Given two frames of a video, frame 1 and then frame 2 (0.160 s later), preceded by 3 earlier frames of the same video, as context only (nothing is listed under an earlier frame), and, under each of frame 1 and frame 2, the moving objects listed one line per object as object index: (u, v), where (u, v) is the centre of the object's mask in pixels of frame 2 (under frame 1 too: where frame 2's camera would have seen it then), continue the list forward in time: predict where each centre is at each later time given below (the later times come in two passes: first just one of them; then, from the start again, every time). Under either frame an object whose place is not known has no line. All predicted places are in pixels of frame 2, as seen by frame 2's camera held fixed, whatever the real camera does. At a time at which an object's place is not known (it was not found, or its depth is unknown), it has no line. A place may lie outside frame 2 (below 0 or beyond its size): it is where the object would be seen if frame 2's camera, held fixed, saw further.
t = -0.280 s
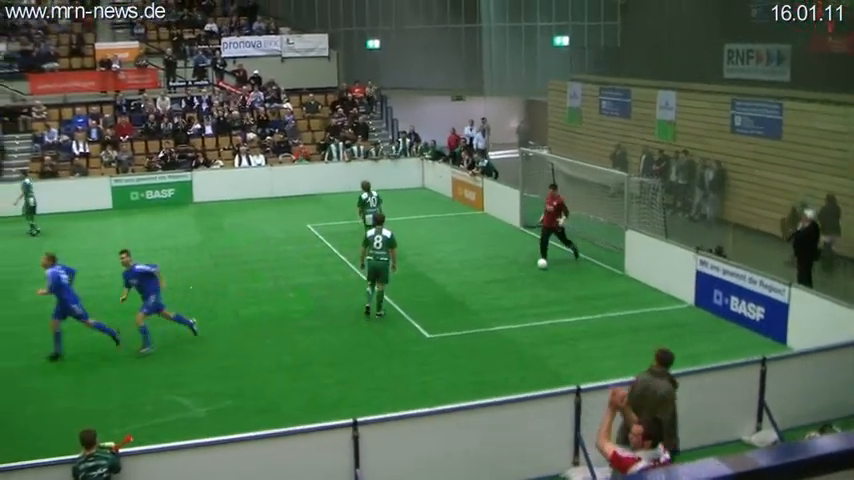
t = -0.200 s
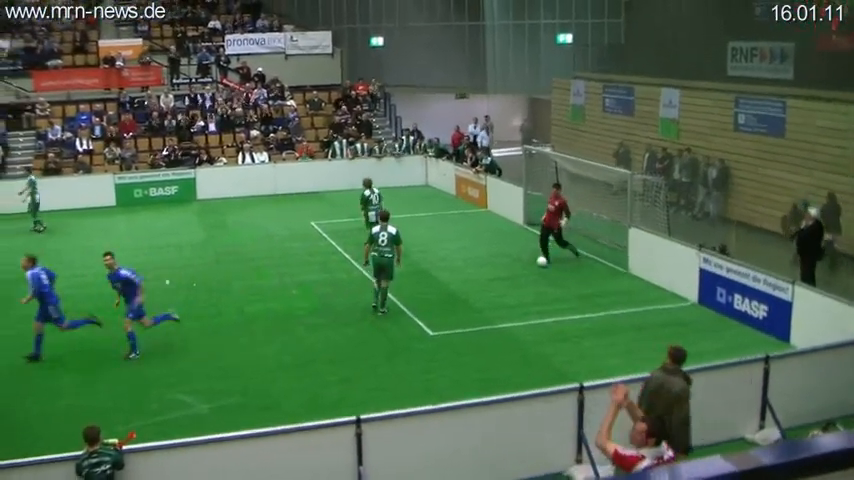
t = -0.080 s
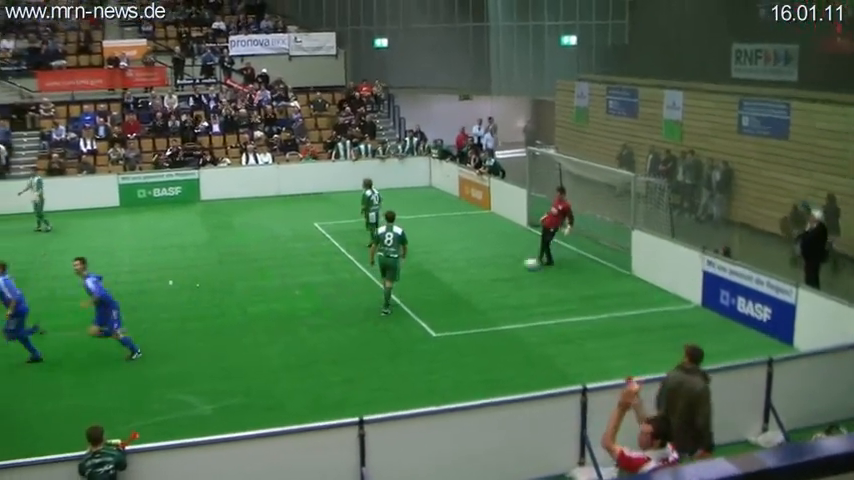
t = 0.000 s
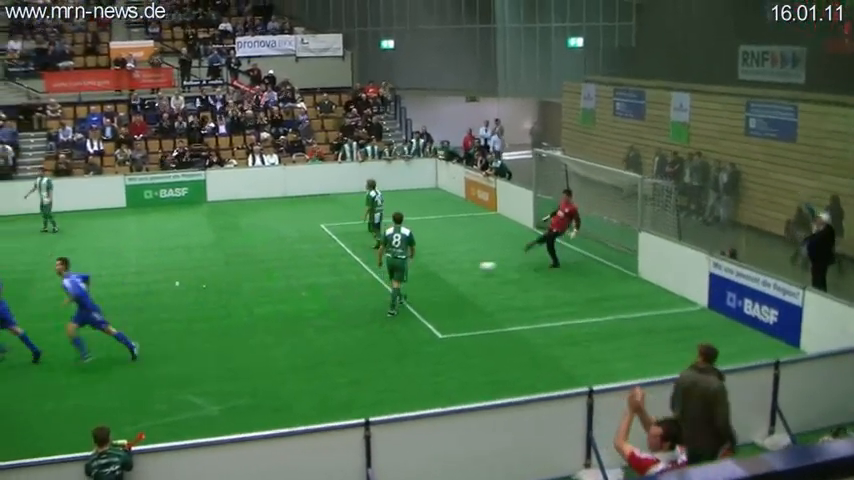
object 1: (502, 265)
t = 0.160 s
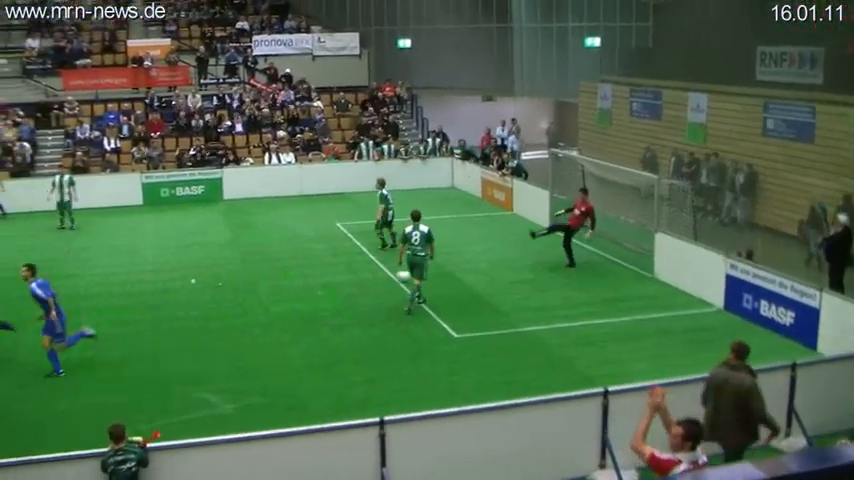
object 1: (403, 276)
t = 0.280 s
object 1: (337, 276)
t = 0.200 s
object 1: (381, 275)
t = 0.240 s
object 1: (359, 275)
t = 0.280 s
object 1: (337, 276)
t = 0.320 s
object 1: (316, 279)
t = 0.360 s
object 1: (294, 283)
